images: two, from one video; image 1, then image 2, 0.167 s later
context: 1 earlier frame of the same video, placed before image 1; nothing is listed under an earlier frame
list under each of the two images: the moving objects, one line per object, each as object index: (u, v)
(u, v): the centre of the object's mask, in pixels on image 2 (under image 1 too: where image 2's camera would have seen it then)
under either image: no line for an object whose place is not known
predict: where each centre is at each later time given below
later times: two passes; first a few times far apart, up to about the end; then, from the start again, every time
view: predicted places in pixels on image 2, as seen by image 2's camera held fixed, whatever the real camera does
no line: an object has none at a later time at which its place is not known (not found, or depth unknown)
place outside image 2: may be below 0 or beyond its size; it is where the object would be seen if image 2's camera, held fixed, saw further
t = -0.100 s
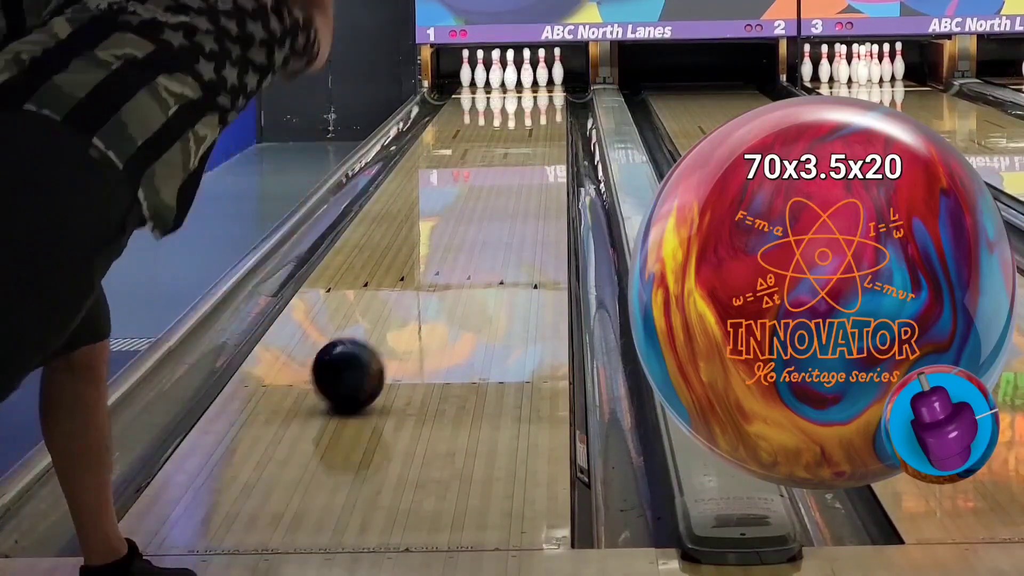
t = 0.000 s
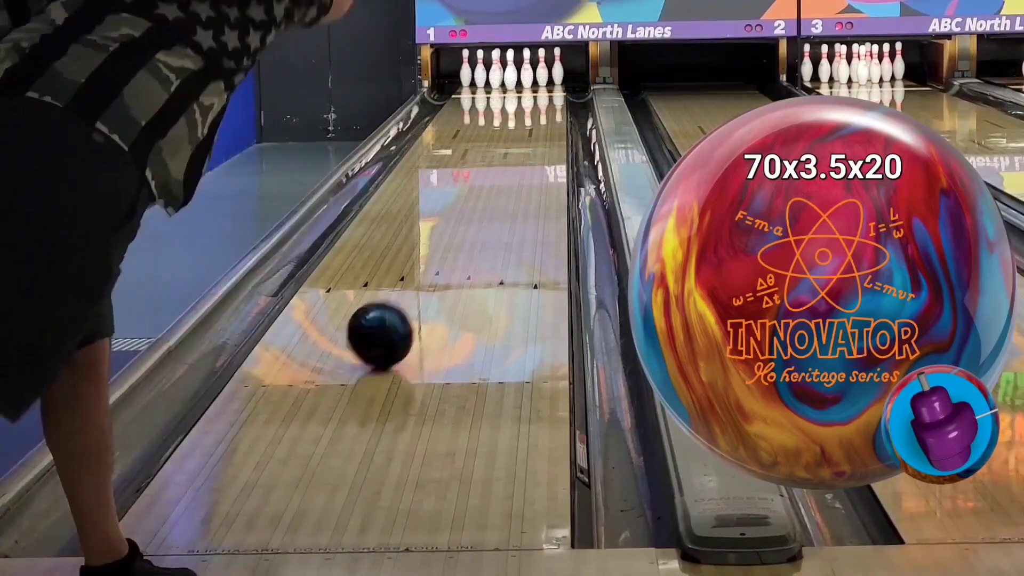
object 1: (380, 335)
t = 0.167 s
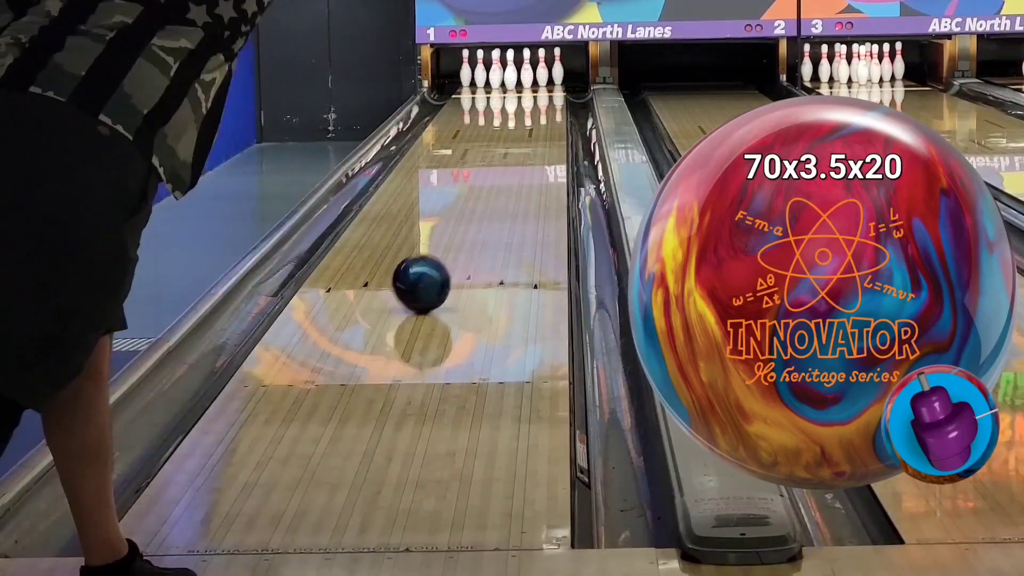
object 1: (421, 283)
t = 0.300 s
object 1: (447, 250)
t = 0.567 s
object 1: (485, 203)
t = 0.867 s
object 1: (515, 166)
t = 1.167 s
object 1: (534, 138)
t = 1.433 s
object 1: (544, 119)
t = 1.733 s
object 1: (548, 103)
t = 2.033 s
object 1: (542, 91)
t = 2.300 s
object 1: (529, 82)
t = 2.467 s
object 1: (526, 79)
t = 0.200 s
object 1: (428, 274)
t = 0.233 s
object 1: (435, 266)
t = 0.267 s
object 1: (441, 258)
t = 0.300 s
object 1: (447, 250)
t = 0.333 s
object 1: (452, 244)
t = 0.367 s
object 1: (458, 237)
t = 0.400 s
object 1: (463, 231)
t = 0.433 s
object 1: (468, 225)
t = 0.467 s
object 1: (472, 220)
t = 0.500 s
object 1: (477, 214)
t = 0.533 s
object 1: (481, 209)
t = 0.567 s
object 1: (485, 203)
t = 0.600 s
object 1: (489, 198)
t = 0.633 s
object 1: (493, 194)
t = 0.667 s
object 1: (496, 189)
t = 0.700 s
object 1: (499, 185)
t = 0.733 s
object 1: (503, 181)
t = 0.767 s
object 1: (506, 177)
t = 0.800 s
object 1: (509, 173)
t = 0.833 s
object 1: (511, 169)
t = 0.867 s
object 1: (515, 166)
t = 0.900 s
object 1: (517, 162)
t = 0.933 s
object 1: (520, 159)
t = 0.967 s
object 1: (522, 155)
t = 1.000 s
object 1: (525, 152)
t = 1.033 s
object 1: (527, 149)
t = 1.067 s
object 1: (529, 146)
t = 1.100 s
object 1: (530, 143)
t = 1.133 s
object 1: (532, 141)
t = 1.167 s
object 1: (534, 138)
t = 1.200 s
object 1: (536, 135)
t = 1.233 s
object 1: (537, 133)
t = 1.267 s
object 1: (539, 130)
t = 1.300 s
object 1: (540, 128)
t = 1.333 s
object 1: (541, 126)
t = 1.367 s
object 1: (542, 124)
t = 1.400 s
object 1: (543, 121)
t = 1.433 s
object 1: (544, 119)
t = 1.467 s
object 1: (545, 117)
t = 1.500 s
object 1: (545, 115)
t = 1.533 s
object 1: (546, 113)
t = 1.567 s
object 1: (548, 111)
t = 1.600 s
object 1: (547, 110)
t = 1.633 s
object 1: (548, 107)
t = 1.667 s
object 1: (548, 106)
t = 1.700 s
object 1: (548, 104)
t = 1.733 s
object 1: (548, 103)
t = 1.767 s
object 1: (548, 101)
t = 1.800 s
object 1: (548, 99)
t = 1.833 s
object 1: (547, 98)
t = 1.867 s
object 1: (547, 97)
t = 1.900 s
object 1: (546, 96)
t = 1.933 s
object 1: (546, 94)
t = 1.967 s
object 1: (544, 93)
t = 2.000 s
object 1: (543, 92)
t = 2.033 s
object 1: (542, 91)
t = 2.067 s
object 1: (541, 90)
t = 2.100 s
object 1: (539, 88)
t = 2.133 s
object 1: (538, 87)
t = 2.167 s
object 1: (536, 86)
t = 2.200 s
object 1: (535, 85)
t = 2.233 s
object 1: (533, 84)
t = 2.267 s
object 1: (531, 84)
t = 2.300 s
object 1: (529, 82)
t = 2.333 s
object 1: (528, 82)
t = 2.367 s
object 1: (525, 81)
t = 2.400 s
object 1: (524, 80)
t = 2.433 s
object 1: (525, 80)
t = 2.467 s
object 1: (526, 79)
